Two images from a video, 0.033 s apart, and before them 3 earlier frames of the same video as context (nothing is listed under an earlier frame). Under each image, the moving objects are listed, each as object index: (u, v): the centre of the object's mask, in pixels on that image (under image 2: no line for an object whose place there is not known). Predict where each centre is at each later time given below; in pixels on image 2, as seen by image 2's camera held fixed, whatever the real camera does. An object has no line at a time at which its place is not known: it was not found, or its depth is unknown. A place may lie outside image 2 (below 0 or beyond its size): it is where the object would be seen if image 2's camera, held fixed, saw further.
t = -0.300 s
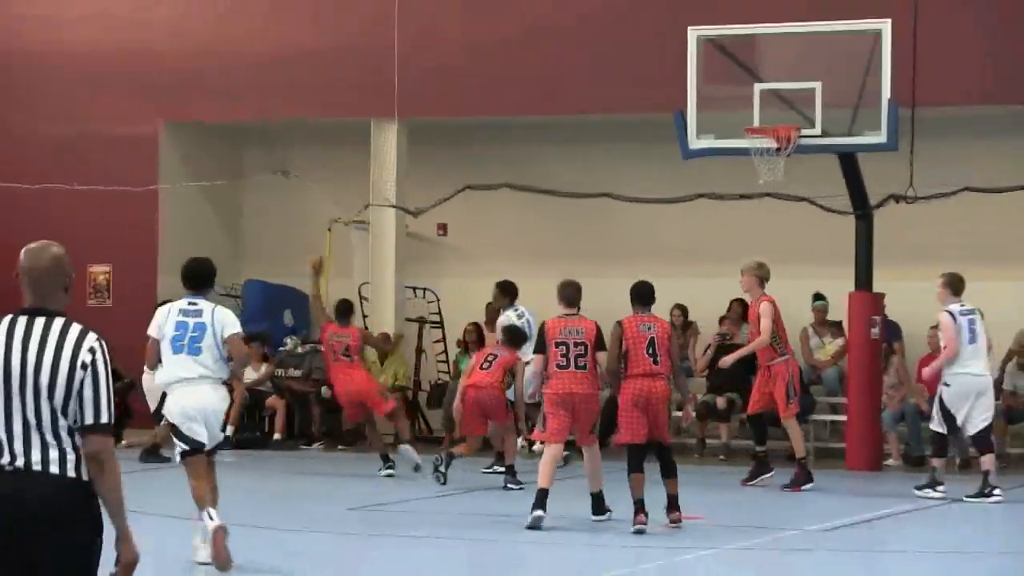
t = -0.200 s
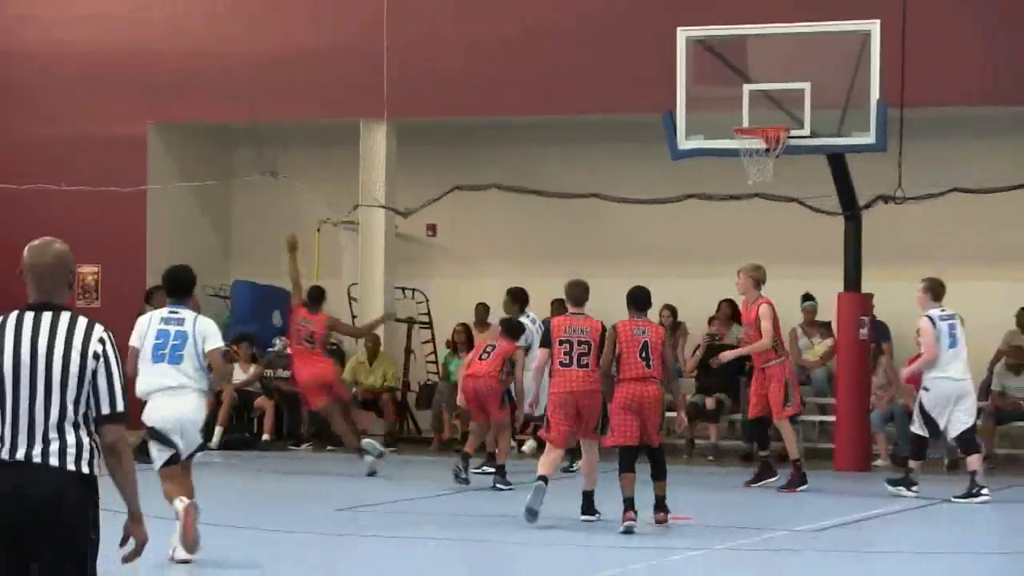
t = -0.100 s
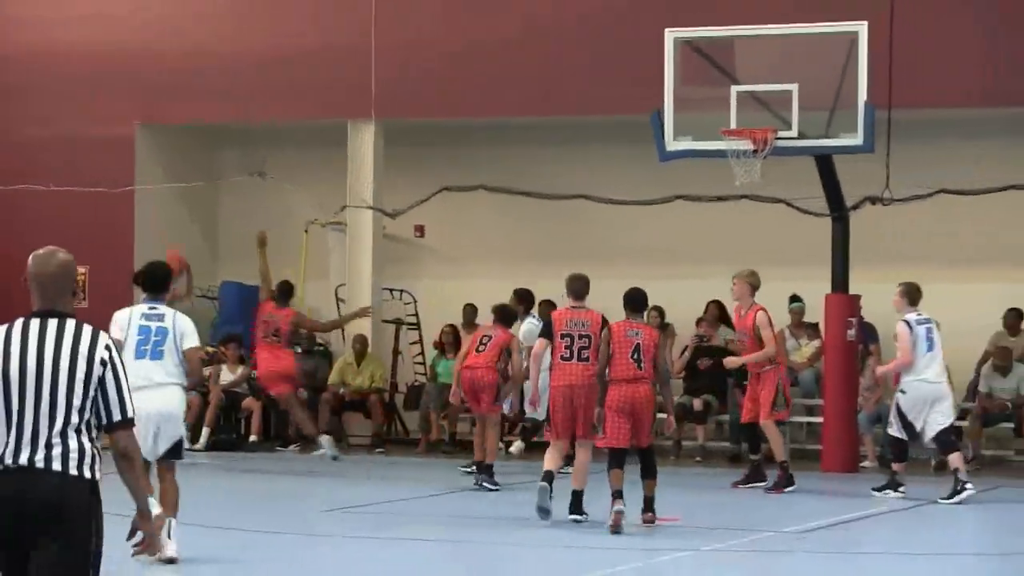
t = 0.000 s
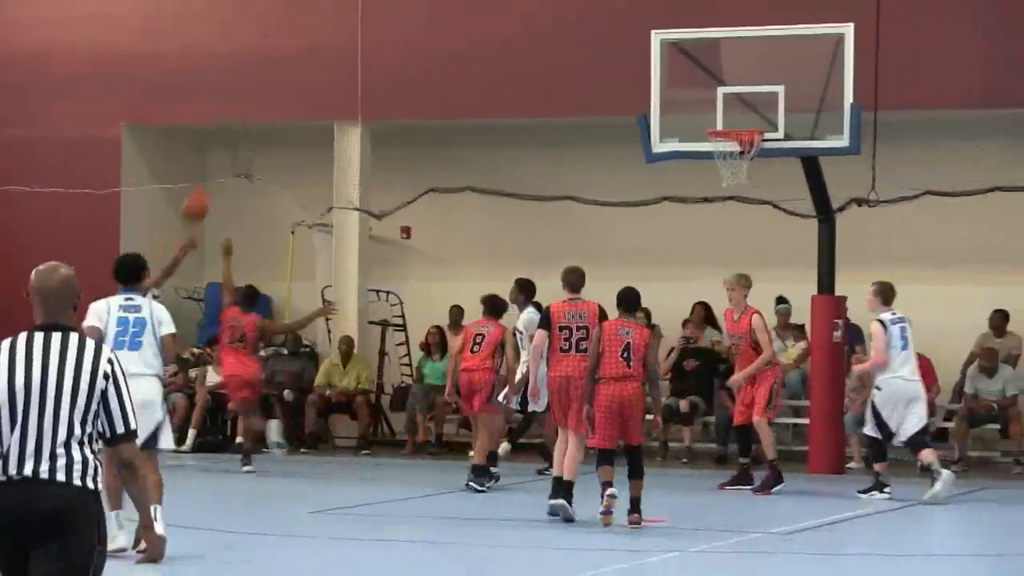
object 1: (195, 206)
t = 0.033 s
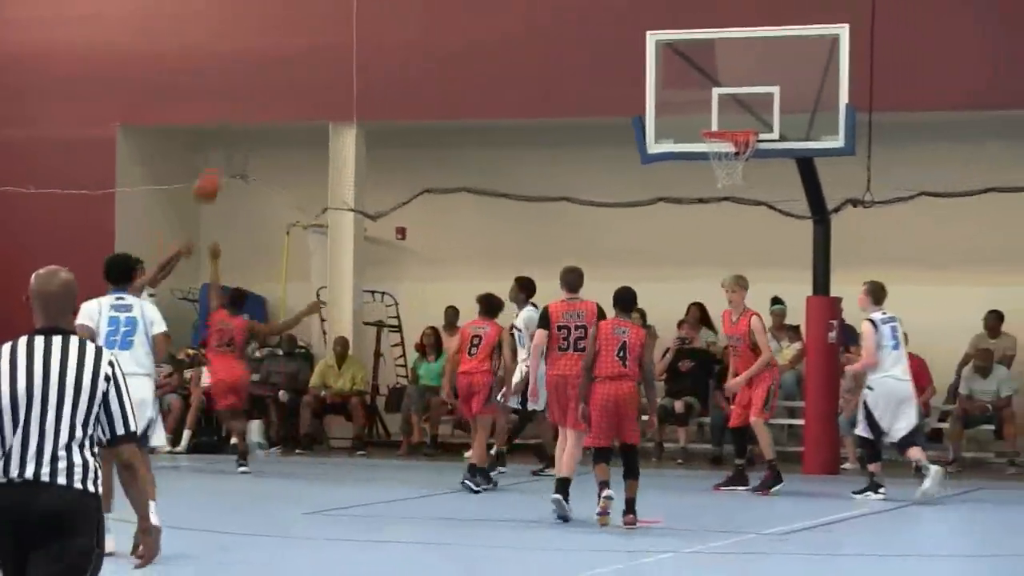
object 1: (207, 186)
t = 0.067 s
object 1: (224, 166)
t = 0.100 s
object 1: (242, 146)
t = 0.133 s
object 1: (257, 132)
